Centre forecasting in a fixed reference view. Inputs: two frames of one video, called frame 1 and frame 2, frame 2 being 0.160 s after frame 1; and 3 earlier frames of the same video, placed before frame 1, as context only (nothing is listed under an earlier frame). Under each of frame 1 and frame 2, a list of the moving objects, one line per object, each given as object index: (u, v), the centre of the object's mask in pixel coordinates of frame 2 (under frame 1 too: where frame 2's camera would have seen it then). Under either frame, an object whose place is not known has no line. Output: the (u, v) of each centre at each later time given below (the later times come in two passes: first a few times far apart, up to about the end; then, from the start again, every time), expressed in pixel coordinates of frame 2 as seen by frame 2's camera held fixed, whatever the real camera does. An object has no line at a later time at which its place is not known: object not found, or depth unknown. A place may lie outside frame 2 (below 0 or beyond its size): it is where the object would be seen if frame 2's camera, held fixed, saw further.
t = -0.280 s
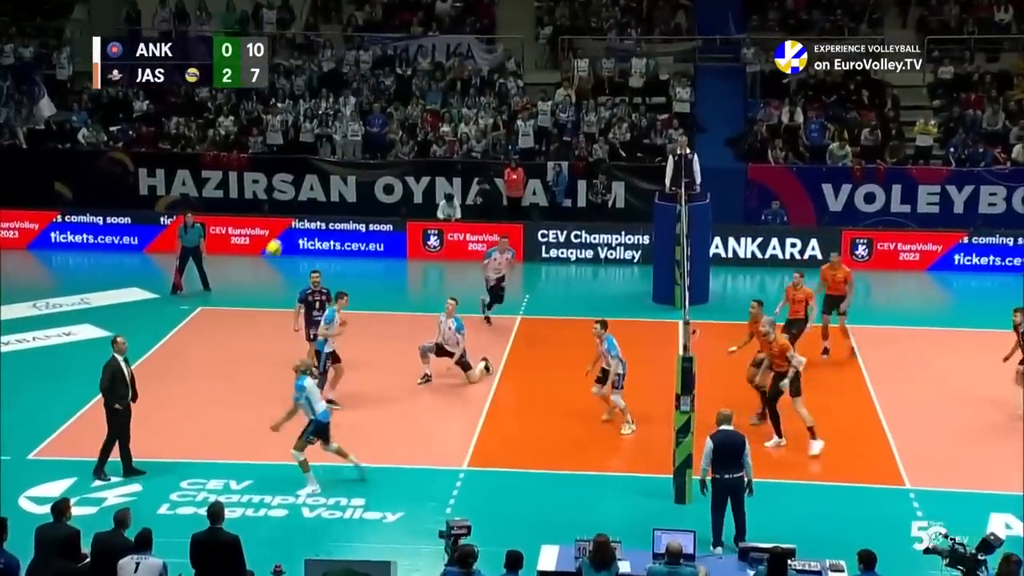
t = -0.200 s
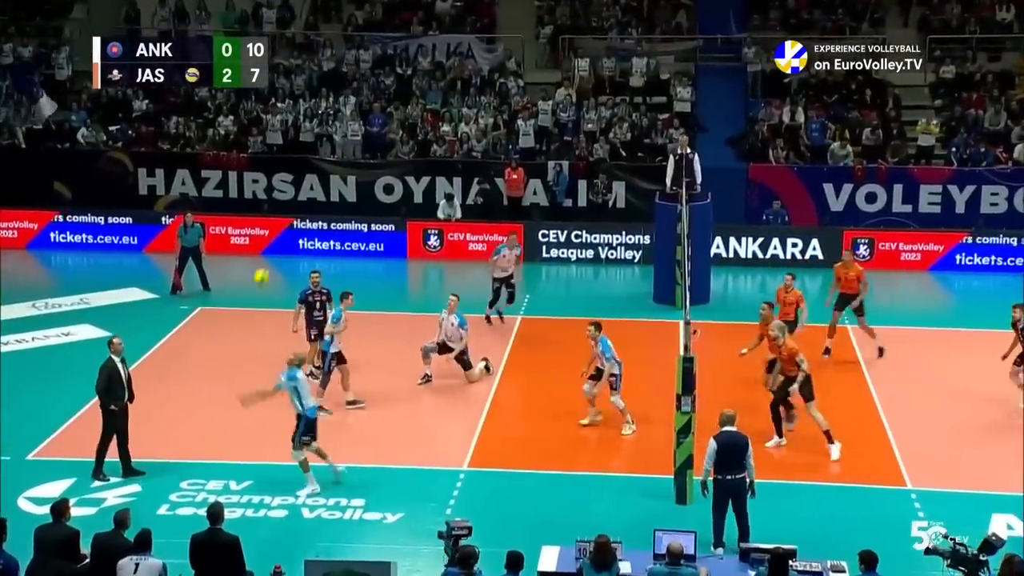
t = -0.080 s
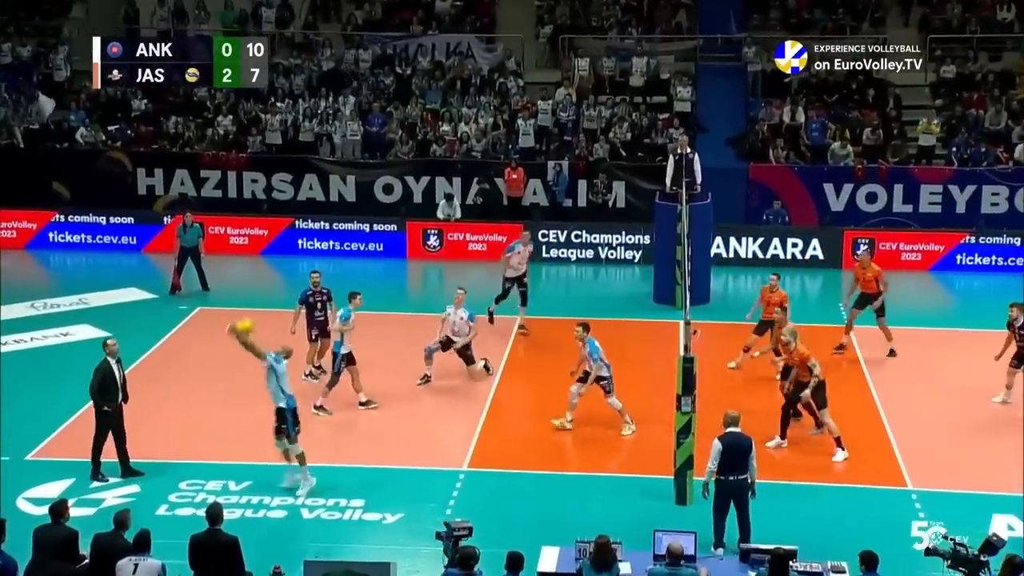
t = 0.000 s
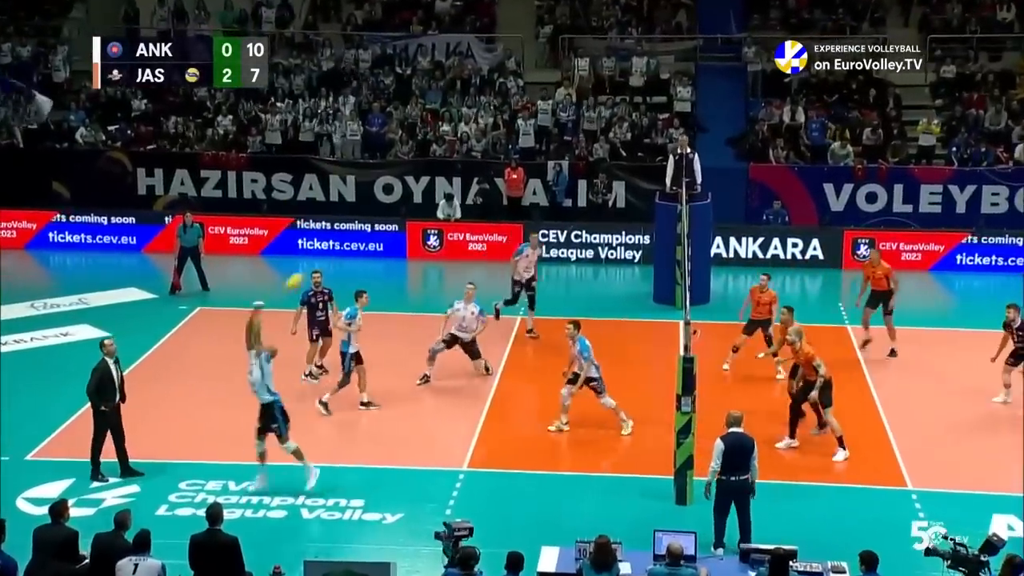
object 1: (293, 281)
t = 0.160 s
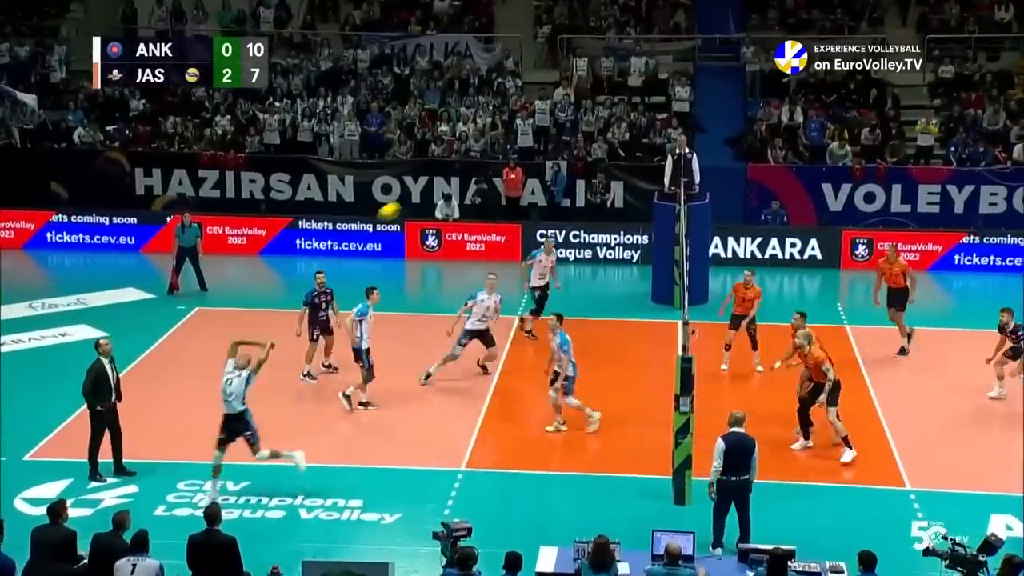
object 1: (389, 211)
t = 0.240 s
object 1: (432, 185)
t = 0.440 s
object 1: (537, 148)
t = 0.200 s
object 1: (411, 198)
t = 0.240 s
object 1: (432, 185)
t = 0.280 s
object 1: (456, 174)
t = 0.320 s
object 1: (477, 166)
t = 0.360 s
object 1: (497, 159)
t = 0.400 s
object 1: (517, 153)
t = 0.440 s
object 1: (537, 148)
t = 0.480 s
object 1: (556, 145)
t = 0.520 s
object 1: (574, 143)
